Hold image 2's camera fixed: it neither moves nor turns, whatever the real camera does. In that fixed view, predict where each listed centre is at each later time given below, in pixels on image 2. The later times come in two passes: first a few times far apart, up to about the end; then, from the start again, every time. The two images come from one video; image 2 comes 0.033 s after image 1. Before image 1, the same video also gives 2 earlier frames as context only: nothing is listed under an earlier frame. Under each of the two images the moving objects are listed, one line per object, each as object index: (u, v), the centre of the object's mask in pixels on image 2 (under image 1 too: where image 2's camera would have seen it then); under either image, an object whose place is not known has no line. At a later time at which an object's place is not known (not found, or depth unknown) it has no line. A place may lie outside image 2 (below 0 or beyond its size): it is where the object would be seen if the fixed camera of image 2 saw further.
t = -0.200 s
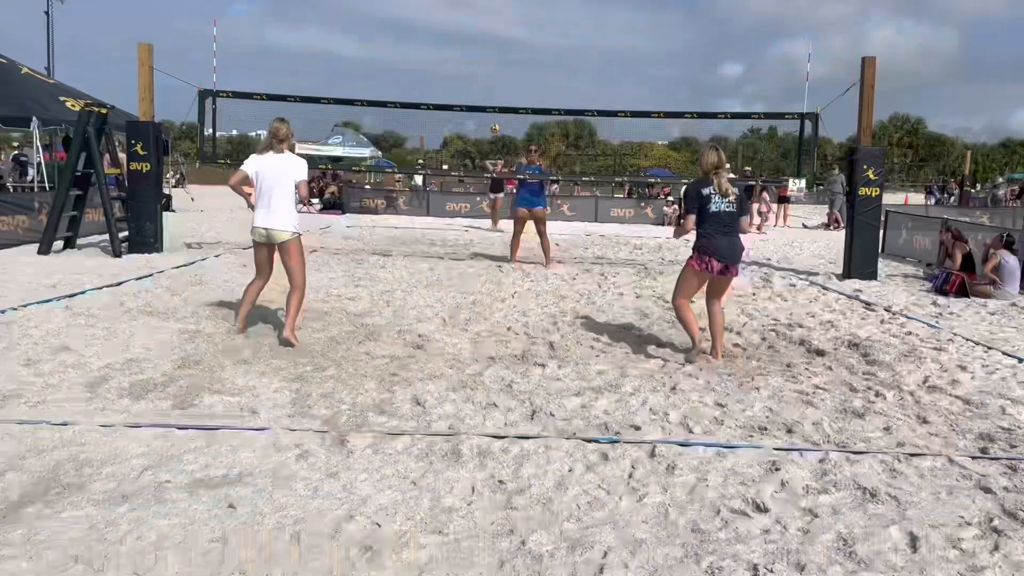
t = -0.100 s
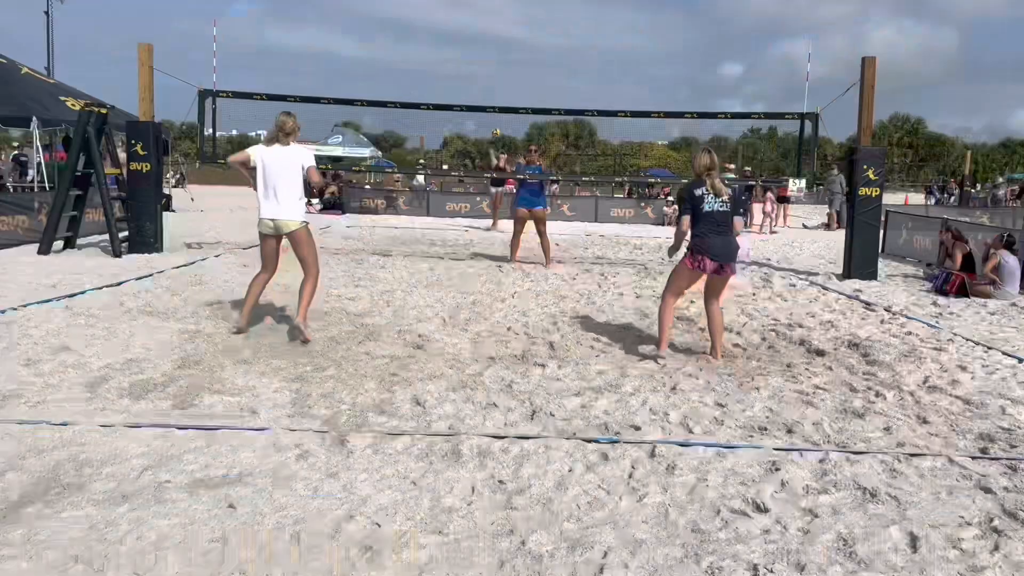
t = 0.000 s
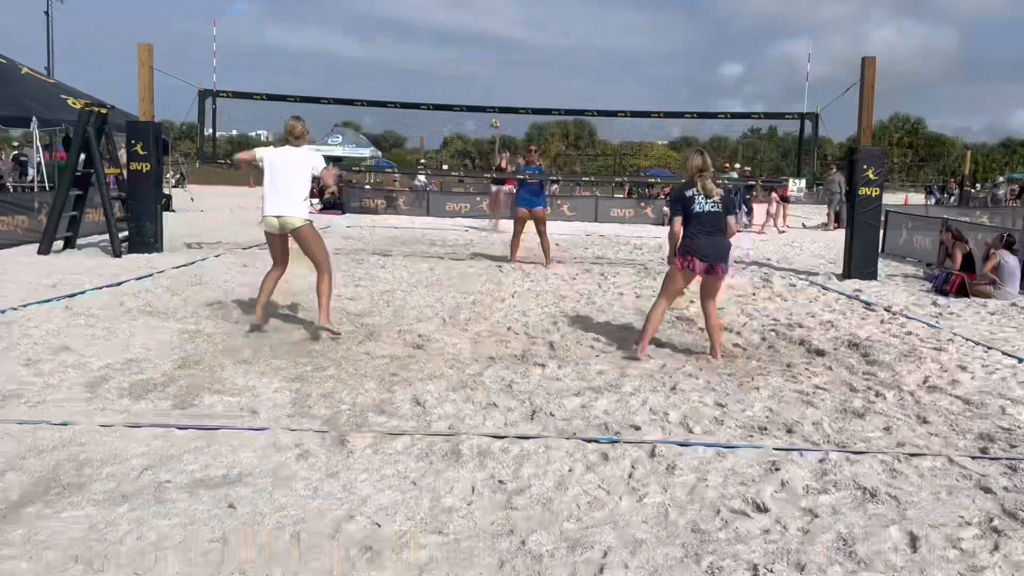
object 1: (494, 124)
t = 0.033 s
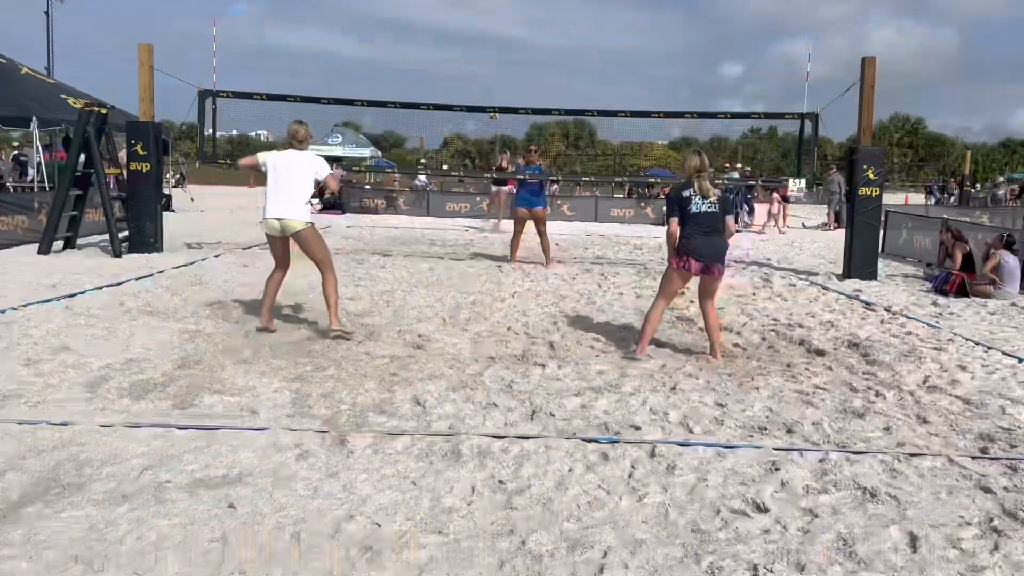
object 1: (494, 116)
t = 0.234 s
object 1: (483, 73)
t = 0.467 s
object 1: (461, 42)
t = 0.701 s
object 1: (433, 51)
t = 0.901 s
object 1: (403, 119)
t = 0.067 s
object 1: (492, 104)
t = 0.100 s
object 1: (490, 100)
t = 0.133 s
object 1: (488, 93)
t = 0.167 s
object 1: (487, 85)
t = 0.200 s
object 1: (485, 79)
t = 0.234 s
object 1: (483, 73)
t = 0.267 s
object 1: (480, 66)
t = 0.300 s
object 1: (477, 61)
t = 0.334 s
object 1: (474, 56)
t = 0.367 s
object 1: (471, 51)
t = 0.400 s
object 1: (468, 47)
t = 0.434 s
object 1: (464, 44)
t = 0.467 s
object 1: (461, 42)
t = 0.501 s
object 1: (457, 40)
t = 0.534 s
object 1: (453, 40)
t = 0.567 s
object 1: (450, 41)
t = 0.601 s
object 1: (446, 42)
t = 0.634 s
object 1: (441, 44)
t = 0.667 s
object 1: (437, 47)
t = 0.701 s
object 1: (433, 51)
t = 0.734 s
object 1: (428, 58)
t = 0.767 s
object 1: (423, 65)
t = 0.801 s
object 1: (418, 75)
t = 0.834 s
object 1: (414, 88)
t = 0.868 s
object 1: (408, 102)
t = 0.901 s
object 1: (403, 119)
